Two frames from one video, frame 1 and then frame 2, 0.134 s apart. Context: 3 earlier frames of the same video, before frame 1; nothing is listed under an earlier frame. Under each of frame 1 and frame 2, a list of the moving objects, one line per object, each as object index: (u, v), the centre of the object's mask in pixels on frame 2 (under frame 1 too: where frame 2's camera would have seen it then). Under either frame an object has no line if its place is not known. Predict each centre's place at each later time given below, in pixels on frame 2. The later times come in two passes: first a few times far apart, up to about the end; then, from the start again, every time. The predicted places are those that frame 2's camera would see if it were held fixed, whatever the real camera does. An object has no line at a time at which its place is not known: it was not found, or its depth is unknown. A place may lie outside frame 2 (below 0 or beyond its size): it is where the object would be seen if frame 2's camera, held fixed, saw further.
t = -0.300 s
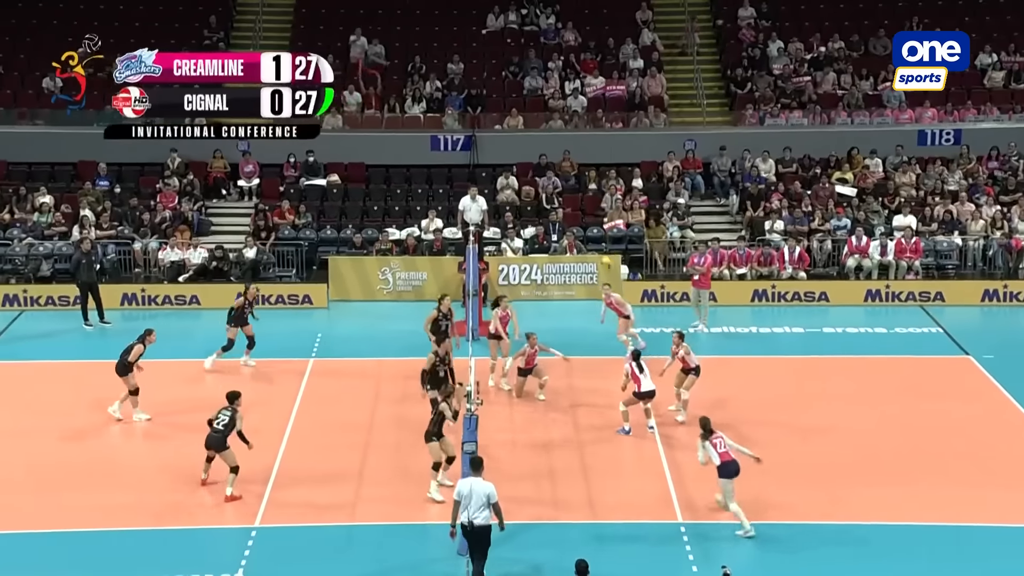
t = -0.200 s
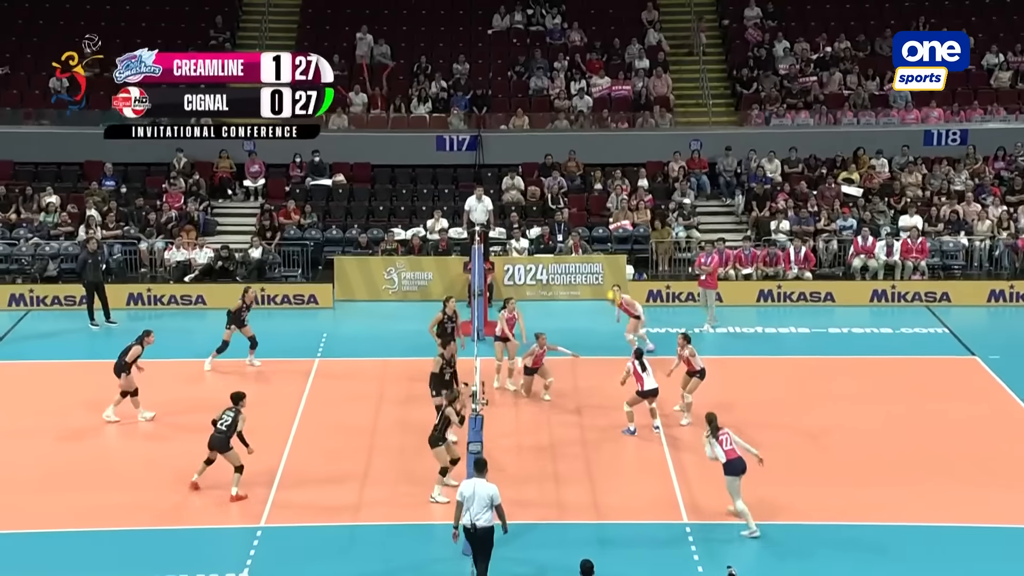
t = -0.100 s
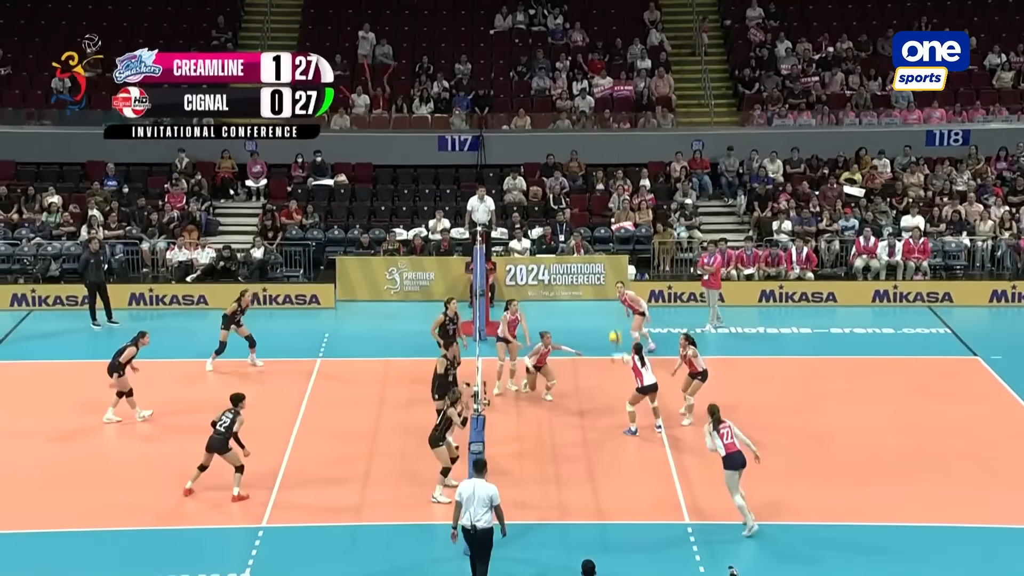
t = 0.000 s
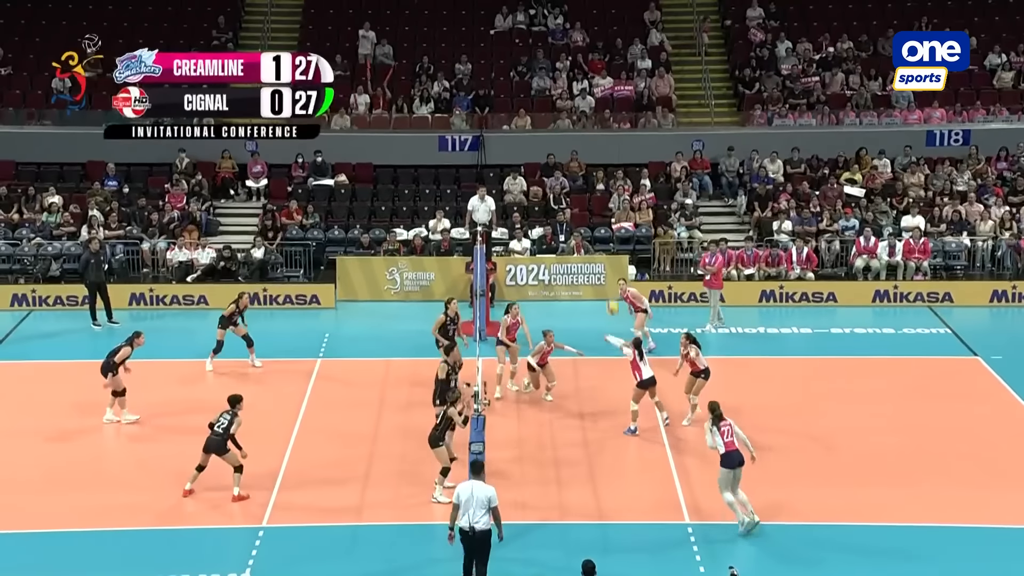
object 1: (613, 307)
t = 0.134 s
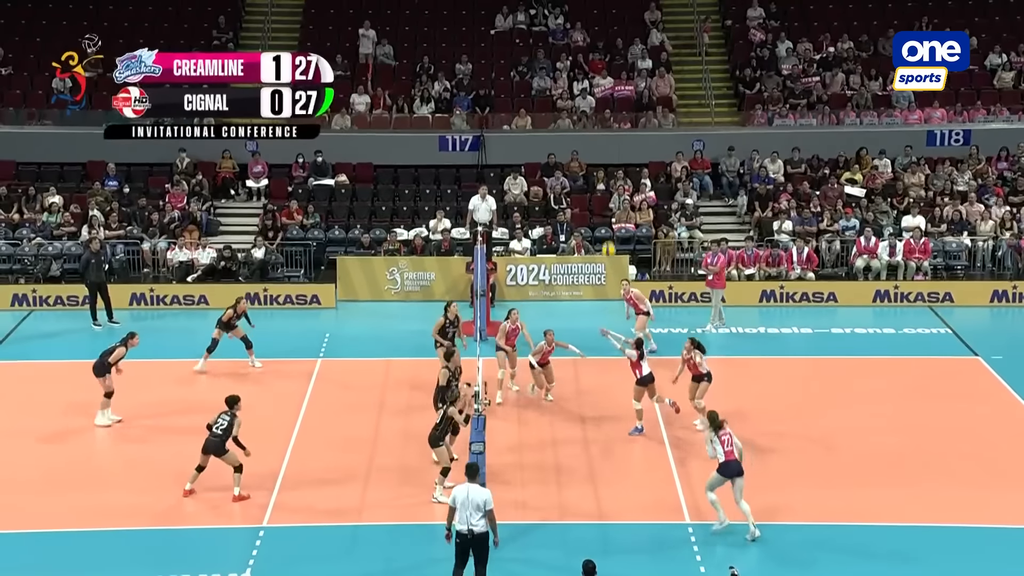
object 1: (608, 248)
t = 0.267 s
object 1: (604, 202)
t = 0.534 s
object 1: (597, 139)
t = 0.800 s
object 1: (588, 121)
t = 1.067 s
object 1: (578, 148)
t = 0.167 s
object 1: (607, 236)
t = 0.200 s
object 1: (607, 224)
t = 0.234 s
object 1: (606, 213)
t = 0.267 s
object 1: (604, 202)
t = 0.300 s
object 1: (603, 190)
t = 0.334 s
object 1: (602, 180)
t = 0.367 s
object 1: (602, 173)
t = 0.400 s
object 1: (601, 164)
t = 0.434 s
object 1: (600, 157)
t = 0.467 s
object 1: (599, 150)
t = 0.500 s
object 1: (598, 144)
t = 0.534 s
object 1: (597, 139)
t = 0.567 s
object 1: (596, 134)
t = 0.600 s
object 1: (595, 131)
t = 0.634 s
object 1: (593, 127)
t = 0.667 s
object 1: (592, 125)
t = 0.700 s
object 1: (591, 123)
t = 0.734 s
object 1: (590, 121)
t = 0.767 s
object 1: (589, 121)
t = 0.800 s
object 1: (588, 121)
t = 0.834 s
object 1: (587, 122)
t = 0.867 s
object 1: (586, 123)
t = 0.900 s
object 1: (584, 125)
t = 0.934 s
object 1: (583, 128)
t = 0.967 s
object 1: (582, 132)
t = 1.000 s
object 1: (580, 137)
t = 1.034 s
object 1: (579, 142)
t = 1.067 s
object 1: (578, 148)
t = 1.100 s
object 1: (576, 154)
